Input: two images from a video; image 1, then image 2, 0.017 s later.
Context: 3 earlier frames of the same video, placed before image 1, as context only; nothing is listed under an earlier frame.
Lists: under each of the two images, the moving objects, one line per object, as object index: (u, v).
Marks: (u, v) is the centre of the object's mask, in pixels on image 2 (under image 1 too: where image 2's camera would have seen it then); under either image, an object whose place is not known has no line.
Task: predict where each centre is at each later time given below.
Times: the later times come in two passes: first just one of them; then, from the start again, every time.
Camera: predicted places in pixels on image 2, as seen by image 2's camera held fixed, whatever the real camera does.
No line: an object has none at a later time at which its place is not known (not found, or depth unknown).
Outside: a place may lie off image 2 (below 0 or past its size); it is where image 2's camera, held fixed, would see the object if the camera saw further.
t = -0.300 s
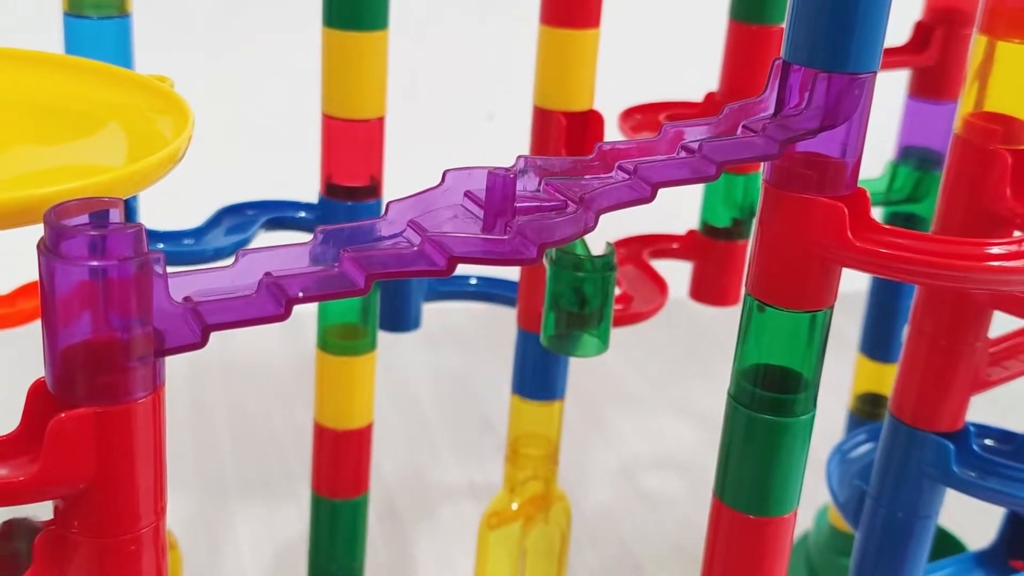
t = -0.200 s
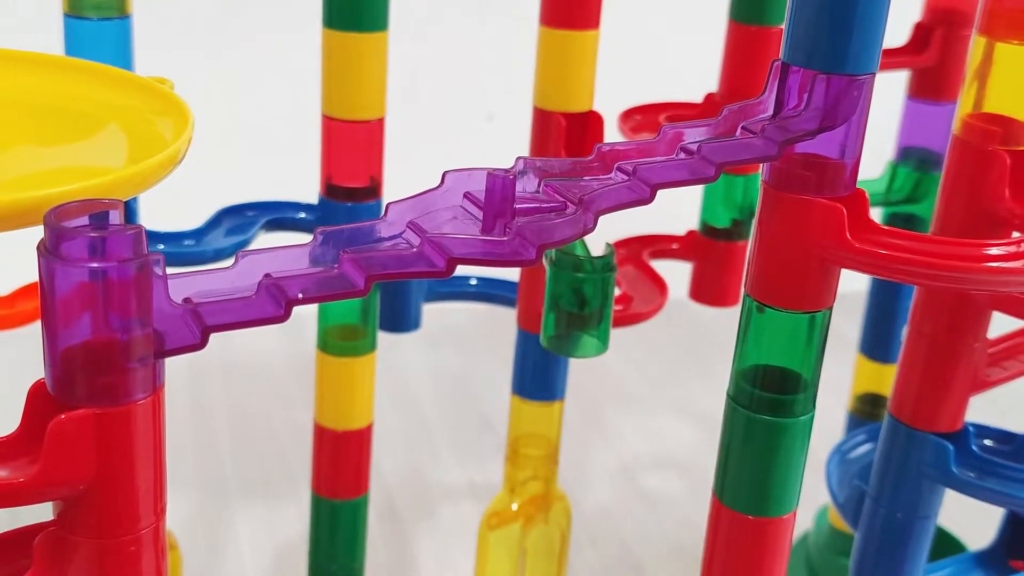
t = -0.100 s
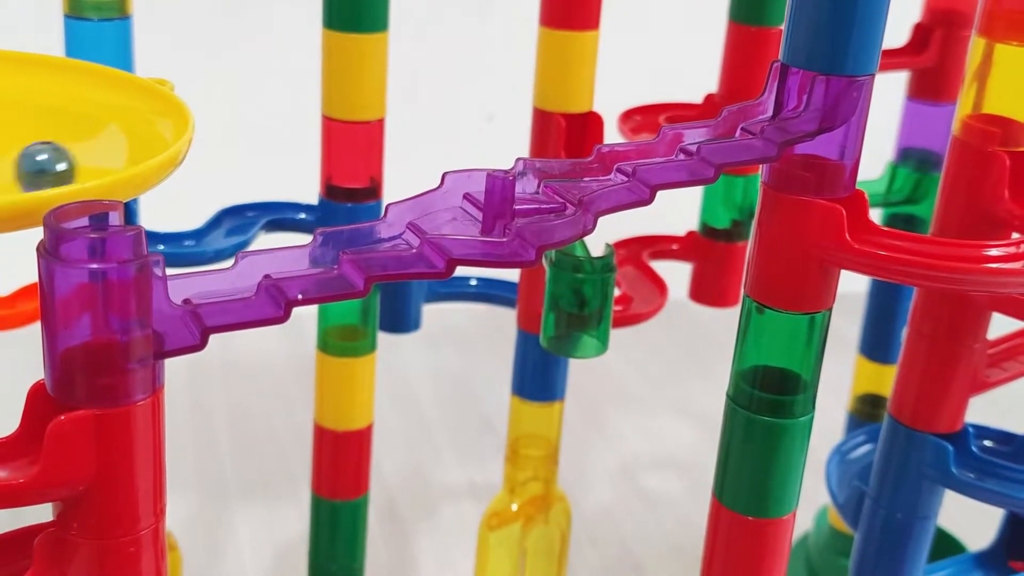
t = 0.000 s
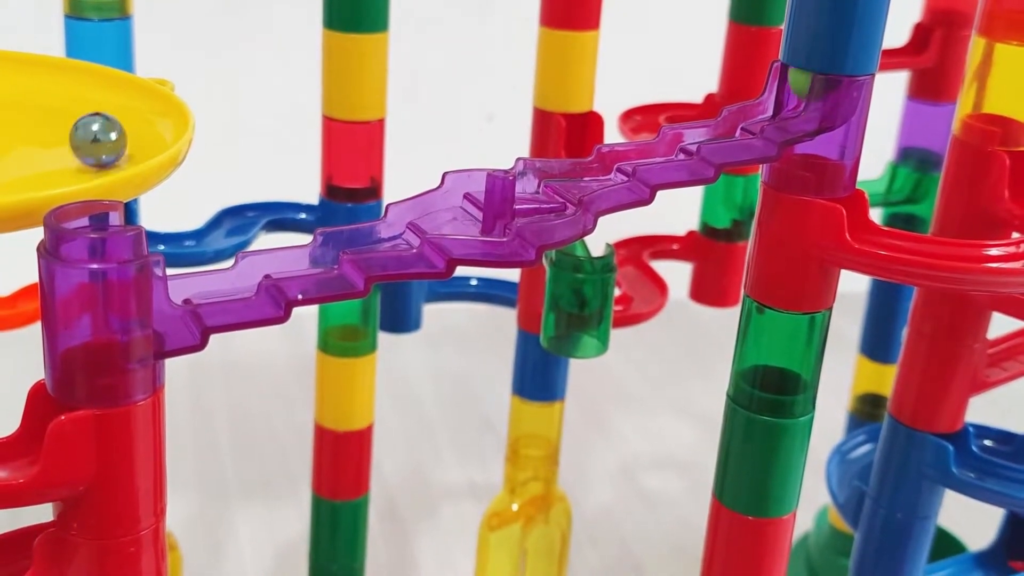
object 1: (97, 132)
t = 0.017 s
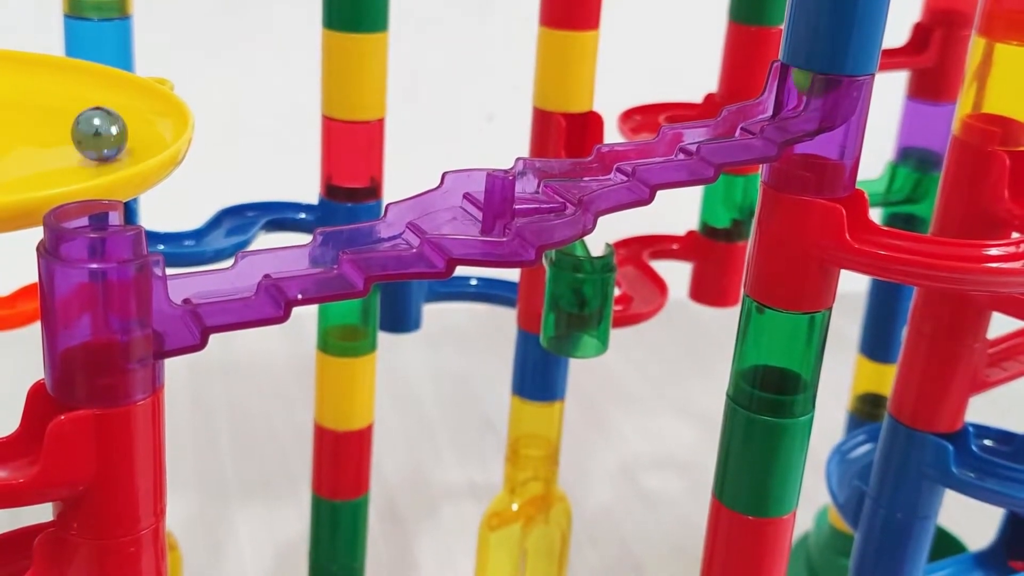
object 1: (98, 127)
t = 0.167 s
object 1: (42, 90)
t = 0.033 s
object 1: (98, 122)
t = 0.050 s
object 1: (97, 117)
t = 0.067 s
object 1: (93, 113)
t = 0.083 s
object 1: (89, 108)
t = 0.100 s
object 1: (82, 105)
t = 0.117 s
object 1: (74, 100)
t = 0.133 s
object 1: (64, 95)
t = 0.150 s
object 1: (54, 93)
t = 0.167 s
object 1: (42, 90)
